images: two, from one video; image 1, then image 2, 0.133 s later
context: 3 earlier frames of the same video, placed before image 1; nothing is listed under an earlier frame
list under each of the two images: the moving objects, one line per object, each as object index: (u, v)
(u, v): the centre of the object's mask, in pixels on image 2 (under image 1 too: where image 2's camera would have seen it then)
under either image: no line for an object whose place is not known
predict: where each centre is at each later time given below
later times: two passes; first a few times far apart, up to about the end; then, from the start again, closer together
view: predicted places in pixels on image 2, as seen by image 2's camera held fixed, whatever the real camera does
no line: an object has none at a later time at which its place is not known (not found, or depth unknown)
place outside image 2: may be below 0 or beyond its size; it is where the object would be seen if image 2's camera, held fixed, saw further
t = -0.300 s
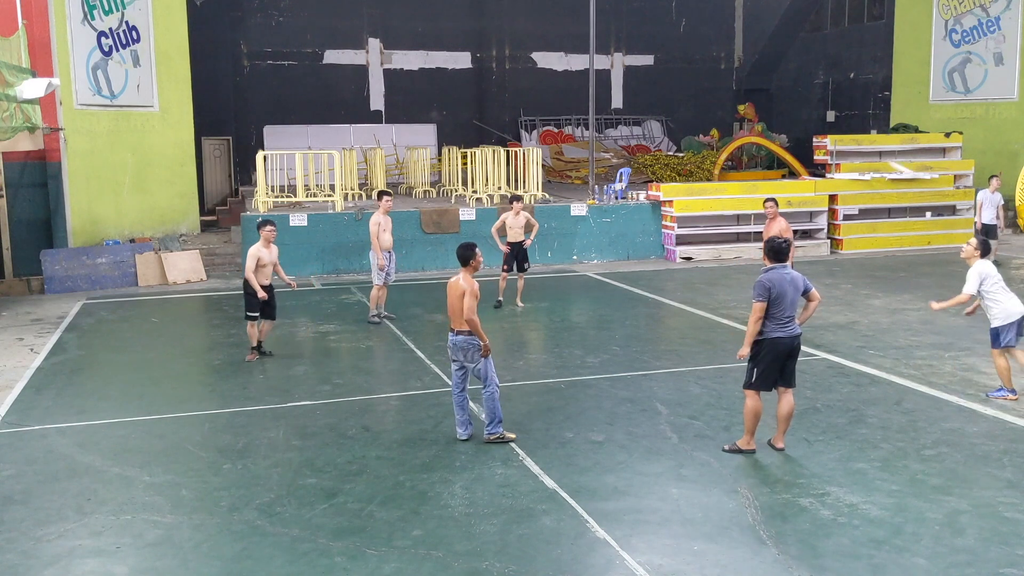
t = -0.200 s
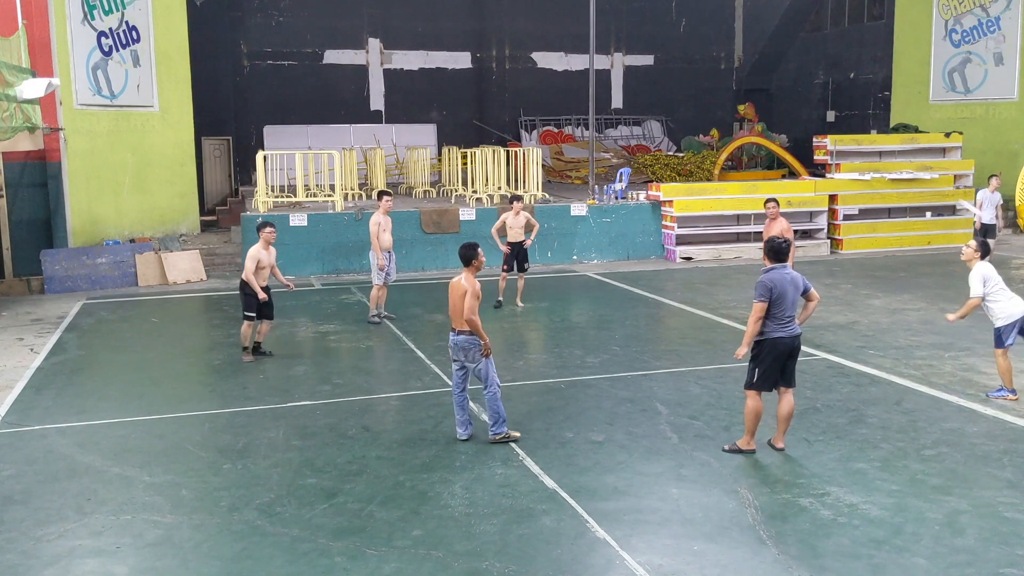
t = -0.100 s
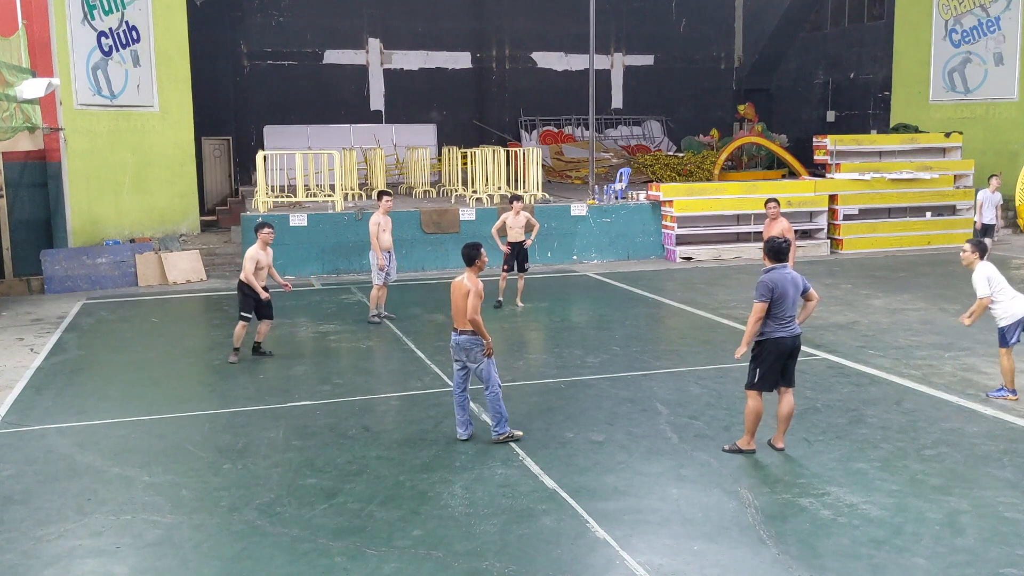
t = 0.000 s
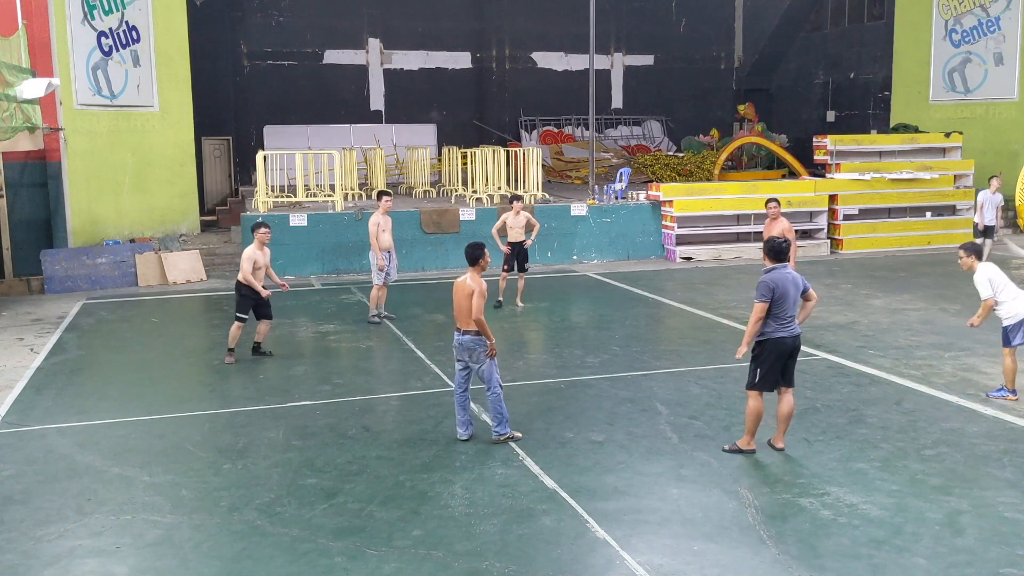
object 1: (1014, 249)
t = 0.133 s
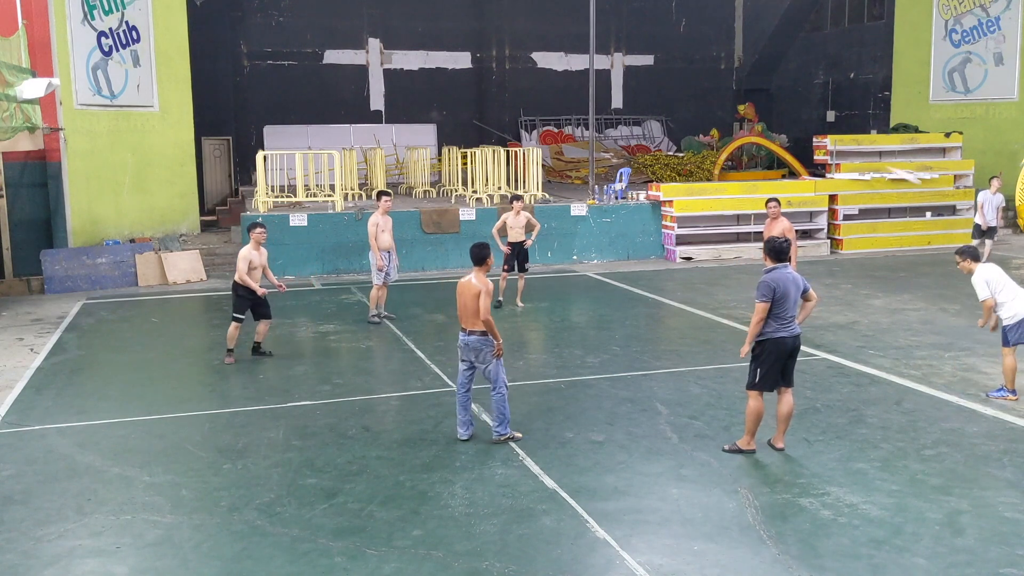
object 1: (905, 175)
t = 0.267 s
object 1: (793, 126)
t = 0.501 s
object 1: (622, 87)
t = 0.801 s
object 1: (432, 119)
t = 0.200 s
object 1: (846, 148)
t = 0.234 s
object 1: (819, 136)
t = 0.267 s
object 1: (793, 126)
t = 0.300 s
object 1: (768, 116)
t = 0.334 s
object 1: (742, 108)
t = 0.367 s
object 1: (717, 101)
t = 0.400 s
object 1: (692, 96)
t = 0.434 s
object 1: (668, 92)
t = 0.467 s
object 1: (644, 89)
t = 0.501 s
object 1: (622, 87)
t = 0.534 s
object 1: (597, 87)
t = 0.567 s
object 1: (575, 87)
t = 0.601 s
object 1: (554, 89)
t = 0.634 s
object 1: (533, 91)
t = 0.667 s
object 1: (512, 95)
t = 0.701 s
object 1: (491, 100)
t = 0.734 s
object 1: (470, 105)
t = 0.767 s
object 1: (451, 112)
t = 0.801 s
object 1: (432, 119)
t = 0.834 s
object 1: (413, 127)
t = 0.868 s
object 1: (394, 136)
